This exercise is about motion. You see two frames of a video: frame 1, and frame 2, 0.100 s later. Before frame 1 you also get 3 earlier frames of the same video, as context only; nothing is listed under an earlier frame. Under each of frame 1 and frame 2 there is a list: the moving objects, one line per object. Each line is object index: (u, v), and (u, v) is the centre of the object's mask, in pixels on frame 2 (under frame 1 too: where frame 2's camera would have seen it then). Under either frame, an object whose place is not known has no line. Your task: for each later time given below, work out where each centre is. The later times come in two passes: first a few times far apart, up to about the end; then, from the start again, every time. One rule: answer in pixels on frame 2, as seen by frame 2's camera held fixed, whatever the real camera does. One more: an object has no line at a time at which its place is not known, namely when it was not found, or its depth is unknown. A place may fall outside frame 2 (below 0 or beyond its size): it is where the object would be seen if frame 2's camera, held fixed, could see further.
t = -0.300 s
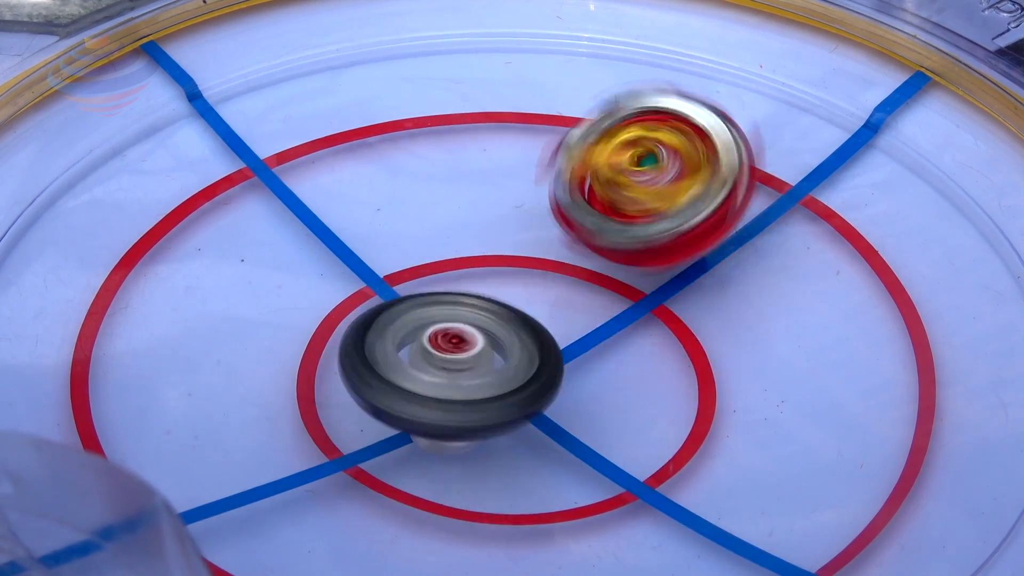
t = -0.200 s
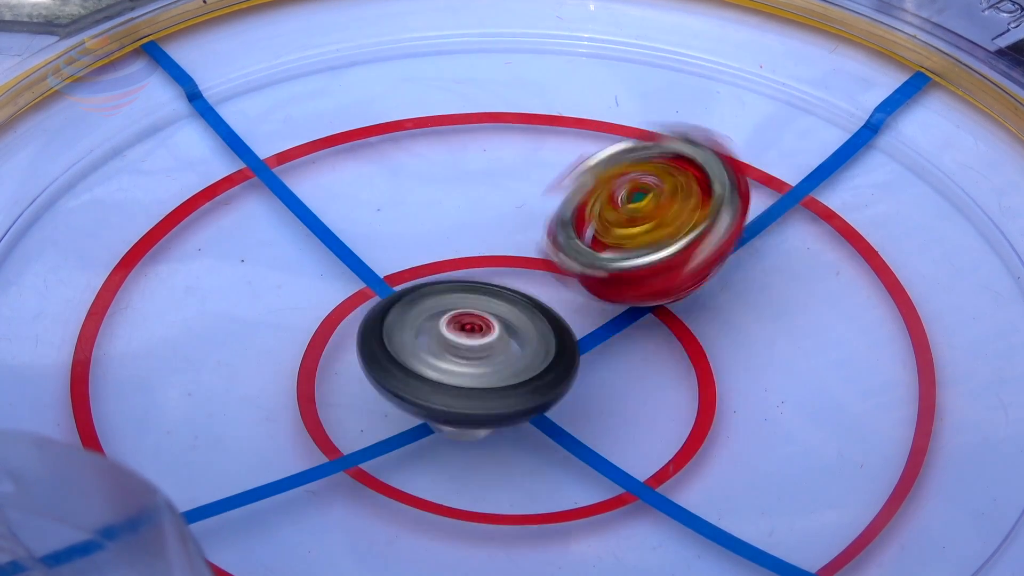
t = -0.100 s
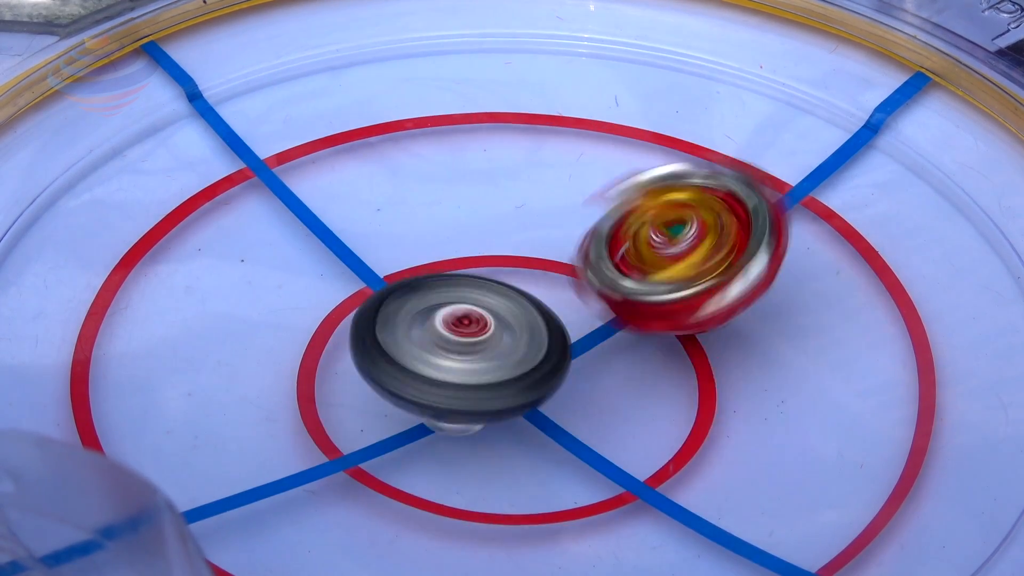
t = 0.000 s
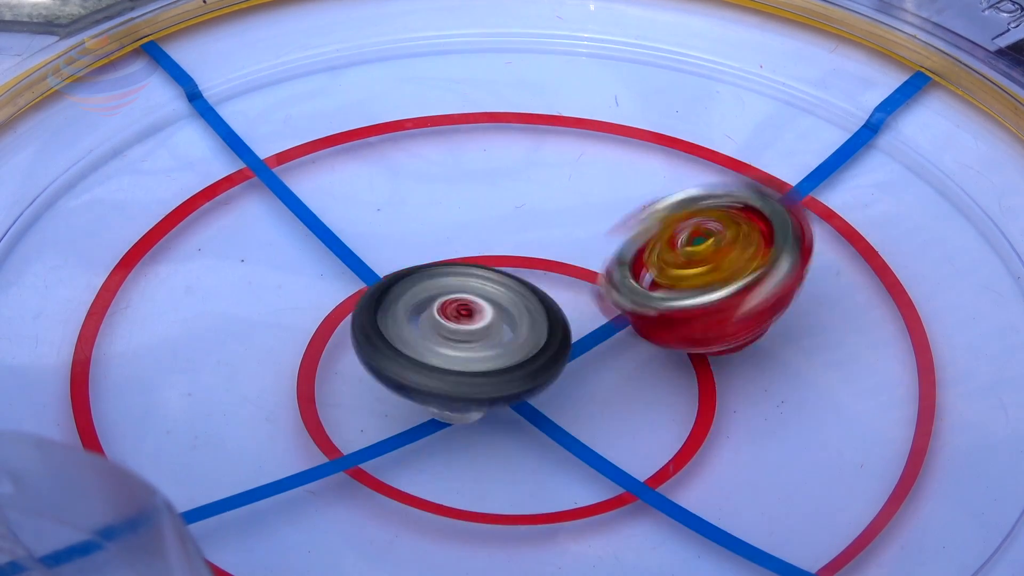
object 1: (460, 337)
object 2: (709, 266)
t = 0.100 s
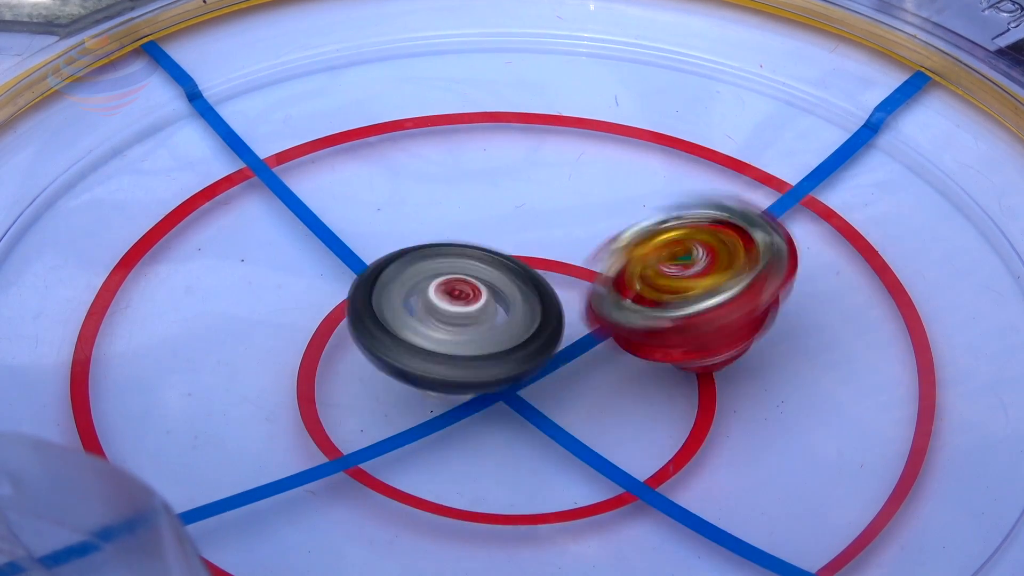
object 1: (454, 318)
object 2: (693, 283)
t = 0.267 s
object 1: (441, 289)
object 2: (669, 309)
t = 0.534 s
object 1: (427, 256)
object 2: (631, 327)
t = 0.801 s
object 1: (419, 239)
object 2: (592, 326)
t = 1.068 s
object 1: (300, 42)
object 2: (798, 518)
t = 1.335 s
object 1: (330, 172)
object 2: (582, 415)
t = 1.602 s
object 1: (375, 208)
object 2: (566, 272)
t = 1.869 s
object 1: (437, 243)
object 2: (638, 295)
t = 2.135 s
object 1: (481, 252)
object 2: (528, 416)
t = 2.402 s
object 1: (571, 260)
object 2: (337, 308)
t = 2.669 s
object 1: (623, 265)
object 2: (359, 177)
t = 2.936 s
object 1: (689, 319)
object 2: (424, 236)
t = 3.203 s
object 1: (670, 342)
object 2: (411, 276)
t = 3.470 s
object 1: (638, 380)
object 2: (433, 286)
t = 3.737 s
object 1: (602, 415)
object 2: (451, 316)
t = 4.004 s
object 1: (571, 432)
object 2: (458, 315)
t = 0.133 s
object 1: (446, 311)
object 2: (696, 291)
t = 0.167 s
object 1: (443, 305)
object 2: (692, 297)
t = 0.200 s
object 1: (445, 300)
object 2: (685, 302)
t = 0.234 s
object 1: (445, 294)
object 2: (676, 304)
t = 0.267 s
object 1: (441, 289)
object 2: (669, 309)
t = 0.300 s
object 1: (437, 283)
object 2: (667, 310)
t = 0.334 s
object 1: (434, 279)
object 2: (663, 316)
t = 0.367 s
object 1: (433, 275)
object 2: (660, 319)
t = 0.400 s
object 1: (434, 272)
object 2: (652, 320)
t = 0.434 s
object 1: (431, 267)
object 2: (647, 322)
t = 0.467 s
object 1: (428, 263)
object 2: (643, 324)
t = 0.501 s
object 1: (427, 259)
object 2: (638, 326)
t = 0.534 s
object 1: (427, 256)
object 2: (631, 327)
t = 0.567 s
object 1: (426, 252)
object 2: (623, 326)
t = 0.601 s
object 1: (426, 250)
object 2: (613, 325)
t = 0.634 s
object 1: (422, 245)
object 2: (612, 327)
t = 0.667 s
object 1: (423, 245)
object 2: (607, 328)
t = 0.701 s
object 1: (421, 242)
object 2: (604, 327)
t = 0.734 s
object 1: (421, 242)
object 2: (601, 327)
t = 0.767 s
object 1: (421, 240)
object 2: (598, 326)
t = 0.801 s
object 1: (419, 239)
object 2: (592, 326)
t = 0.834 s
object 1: (422, 238)
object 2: (588, 323)
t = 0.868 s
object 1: (418, 237)
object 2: (583, 324)
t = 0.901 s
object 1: (420, 227)
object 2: (594, 343)
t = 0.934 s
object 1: (381, 158)
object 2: (663, 423)
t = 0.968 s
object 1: (348, 101)
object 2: (730, 486)
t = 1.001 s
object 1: (321, 58)
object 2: (771, 510)
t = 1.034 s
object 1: (300, 39)
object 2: (808, 528)
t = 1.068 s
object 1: (300, 42)
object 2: (798, 518)
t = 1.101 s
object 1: (300, 55)
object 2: (781, 518)
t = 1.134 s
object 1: (304, 68)
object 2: (758, 520)
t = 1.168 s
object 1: (310, 89)
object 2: (718, 514)
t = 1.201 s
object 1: (314, 108)
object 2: (682, 508)
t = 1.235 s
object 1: (318, 127)
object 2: (649, 490)
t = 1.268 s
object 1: (321, 145)
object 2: (617, 468)
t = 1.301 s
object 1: (325, 160)
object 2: (596, 444)
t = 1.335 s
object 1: (330, 172)
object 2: (582, 415)
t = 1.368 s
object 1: (335, 182)
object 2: (561, 391)
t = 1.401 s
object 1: (342, 188)
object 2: (551, 367)
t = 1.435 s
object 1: (349, 192)
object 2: (549, 340)
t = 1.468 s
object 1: (356, 196)
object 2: (543, 324)
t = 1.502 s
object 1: (363, 199)
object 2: (546, 305)
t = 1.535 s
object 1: (369, 202)
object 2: (547, 289)
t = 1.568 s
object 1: (373, 207)
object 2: (550, 279)
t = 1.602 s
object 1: (375, 208)
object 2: (566, 272)
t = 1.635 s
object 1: (377, 210)
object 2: (584, 276)
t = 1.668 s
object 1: (383, 215)
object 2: (599, 274)
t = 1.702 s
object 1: (390, 219)
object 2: (612, 275)
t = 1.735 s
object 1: (398, 223)
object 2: (620, 278)
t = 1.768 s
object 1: (408, 229)
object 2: (628, 279)
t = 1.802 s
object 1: (419, 234)
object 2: (634, 286)
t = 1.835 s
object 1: (428, 239)
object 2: (634, 288)
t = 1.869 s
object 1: (437, 243)
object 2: (638, 295)
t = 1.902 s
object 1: (446, 249)
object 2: (637, 311)
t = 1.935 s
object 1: (455, 254)
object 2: (635, 319)
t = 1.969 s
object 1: (462, 257)
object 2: (629, 334)
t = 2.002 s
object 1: (472, 263)
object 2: (618, 346)
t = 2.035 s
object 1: (476, 262)
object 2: (602, 364)
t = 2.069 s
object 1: (476, 255)
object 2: (583, 387)
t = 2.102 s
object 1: (478, 251)
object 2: (557, 405)
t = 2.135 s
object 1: (481, 252)
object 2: (528, 416)
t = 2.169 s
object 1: (487, 255)
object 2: (503, 416)
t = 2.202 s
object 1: (492, 259)
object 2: (478, 414)
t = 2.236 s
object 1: (499, 262)
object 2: (454, 408)
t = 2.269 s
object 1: (507, 264)
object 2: (440, 399)
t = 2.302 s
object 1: (518, 265)
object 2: (416, 387)
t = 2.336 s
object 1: (541, 263)
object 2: (386, 356)
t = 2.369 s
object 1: (559, 261)
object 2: (355, 344)
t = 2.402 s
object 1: (571, 260)
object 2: (337, 308)
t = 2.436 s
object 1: (580, 259)
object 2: (316, 294)
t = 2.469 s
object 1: (588, 260)
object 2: (307, 261)
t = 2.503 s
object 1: (596, 261)
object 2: (304, 241)
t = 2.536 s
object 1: (602, 262)
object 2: (310, 220)
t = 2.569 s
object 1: (609, 263)
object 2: (315, 201)
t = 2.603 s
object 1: (614, 263)
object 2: (326, 192)
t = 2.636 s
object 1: (619, 264)
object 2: (342, 182)
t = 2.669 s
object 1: (623, 265)
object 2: (359, 177)
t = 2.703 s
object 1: (624, 267)
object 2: (378, 179)
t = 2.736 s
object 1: (627, 269)
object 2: (402, 185)
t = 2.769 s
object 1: (628, 271)
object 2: (427, 195)
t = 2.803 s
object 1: (629, 273)
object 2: (449, 209)
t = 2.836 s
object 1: (655, 284)
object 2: (446, 214)
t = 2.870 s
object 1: (675, 300)
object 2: (439, 227)
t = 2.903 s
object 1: (685, 312)
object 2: (429, 229)
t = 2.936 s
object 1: (689, 319)
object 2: (424, 236)
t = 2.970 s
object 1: (693, 325)
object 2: (427, 236)
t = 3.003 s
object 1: (693, 328)
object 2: (430, 238)
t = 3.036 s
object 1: (691, 331)
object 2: (421, 245)
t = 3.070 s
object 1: (688, 332)
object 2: (407, 250)
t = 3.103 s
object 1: (683, 335)
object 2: (404, 253)
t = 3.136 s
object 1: (679, 337)
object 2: (408, 264)
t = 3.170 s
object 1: (674, 340)
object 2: (410, 271)
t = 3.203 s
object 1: (670, 342)
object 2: (411, 276)
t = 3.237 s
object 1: (665, 344)
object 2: (414, 280)
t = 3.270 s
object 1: (662, 348)
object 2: (417, 280)
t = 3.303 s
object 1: (658, 352)
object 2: (424, 277)
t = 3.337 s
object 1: (654, 358)
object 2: (430, 279)
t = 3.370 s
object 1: (651, 363)
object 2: (429, 282)
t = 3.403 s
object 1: (646, 369)
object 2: (426, 284)
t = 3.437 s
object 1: (642, 374)
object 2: (427, 284)
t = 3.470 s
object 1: (638, 380)
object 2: (433, 286)
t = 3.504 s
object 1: (634, 384)
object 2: (438, 289)
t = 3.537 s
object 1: (631, 388)
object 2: (446, 294)
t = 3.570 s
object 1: (627, 394)
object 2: (452, 301)
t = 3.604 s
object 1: (622, 400)
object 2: (453, 310)
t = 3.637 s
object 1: (617, 405)
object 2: (455, 316)
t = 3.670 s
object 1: (613, 409)
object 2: (453, 317)
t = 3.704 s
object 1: (607, 412)
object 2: (452, 315)
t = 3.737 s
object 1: (602, 415)
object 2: (451, 316)
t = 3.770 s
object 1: (596, 417)
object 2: (451, 319)
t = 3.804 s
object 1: (593, 423)
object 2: (452, 318)
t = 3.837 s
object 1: (591, 426)
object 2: (452, 315)
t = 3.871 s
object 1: (587, 428)
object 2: (453, 314)
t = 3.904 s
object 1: (583, 429)
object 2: (454, 314)
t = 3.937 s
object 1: (577, 430)
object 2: (455, 314)
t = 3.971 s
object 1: (575, 432)
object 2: (458, 315)
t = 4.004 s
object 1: (571, 432)
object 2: (458, 315)
